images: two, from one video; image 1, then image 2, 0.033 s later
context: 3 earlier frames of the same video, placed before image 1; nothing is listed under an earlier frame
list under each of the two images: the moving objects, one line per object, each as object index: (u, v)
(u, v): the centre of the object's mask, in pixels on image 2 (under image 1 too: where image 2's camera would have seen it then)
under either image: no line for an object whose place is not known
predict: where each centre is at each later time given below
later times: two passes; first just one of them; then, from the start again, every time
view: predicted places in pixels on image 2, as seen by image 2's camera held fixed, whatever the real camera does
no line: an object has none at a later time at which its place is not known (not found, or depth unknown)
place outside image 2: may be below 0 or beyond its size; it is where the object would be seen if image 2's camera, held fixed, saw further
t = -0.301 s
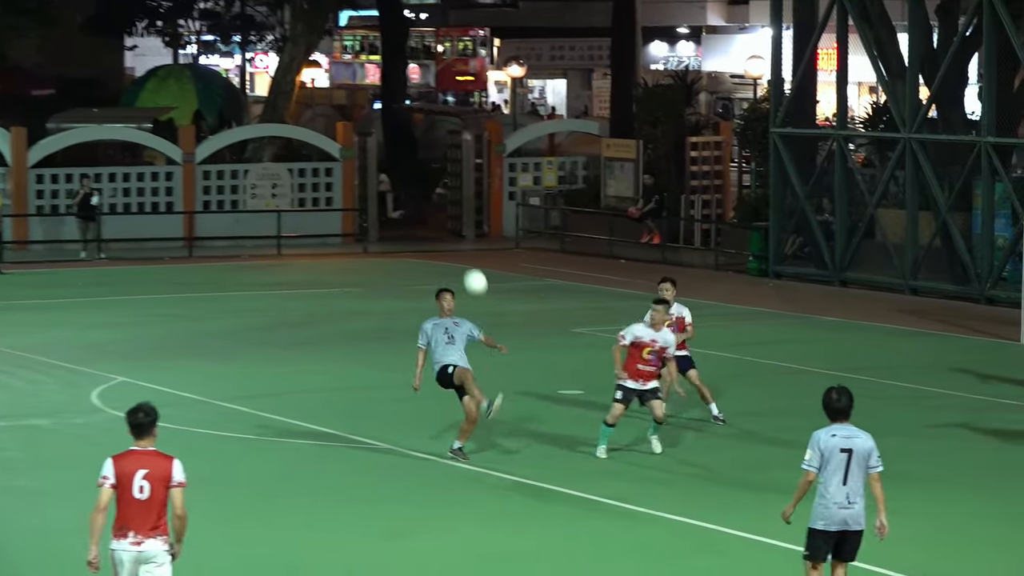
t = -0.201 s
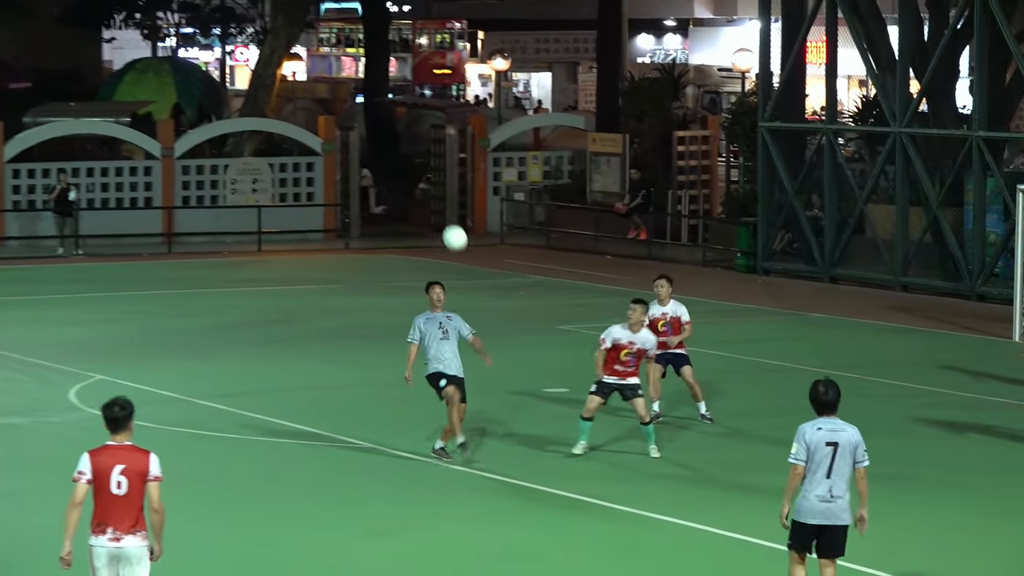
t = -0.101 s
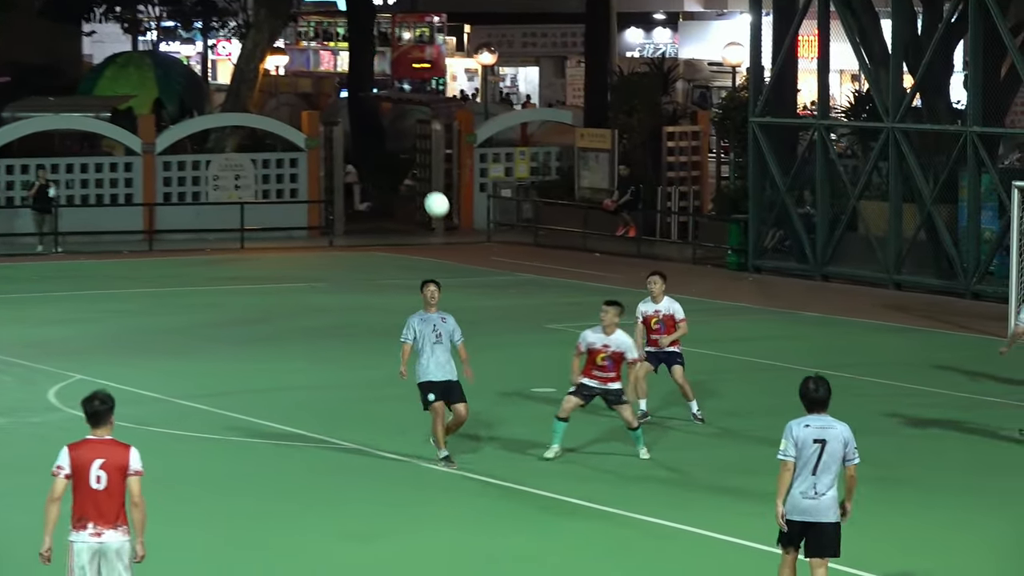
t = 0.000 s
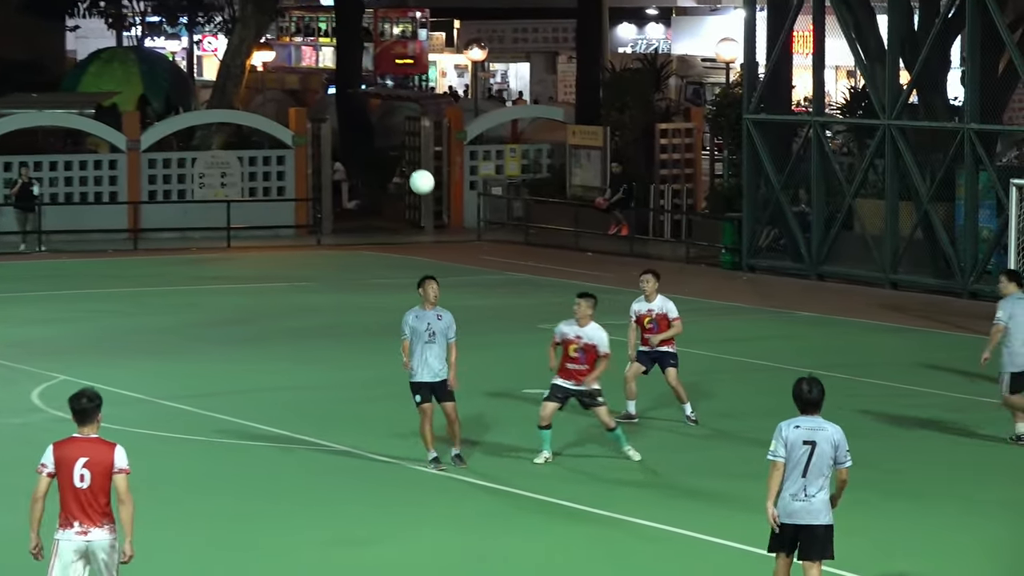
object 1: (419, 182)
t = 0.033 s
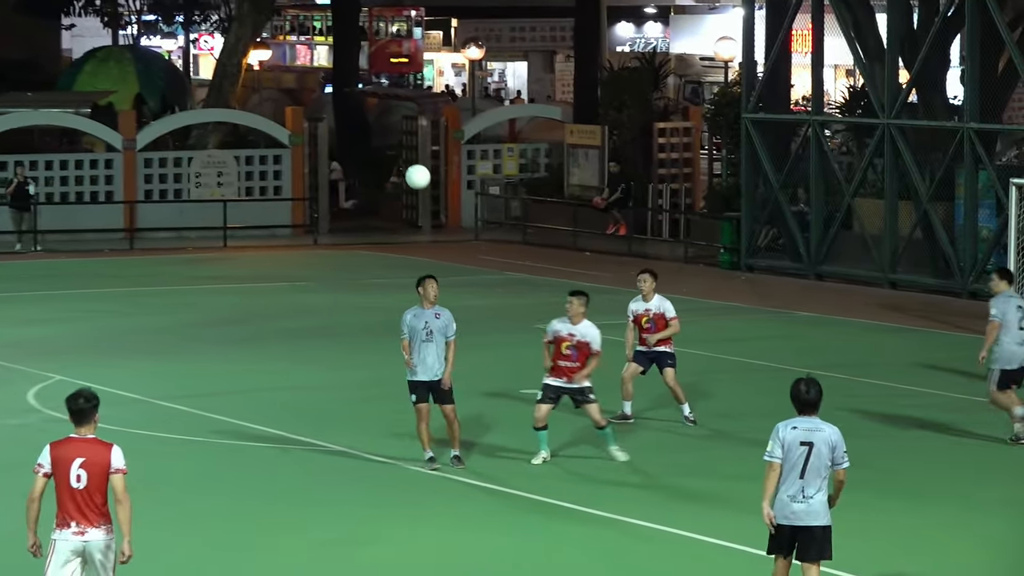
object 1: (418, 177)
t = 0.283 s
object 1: (407, 181)
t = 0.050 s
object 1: (417, 175)
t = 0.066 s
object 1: (416, 173)
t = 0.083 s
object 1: (415, 172)
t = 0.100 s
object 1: (415, 171)
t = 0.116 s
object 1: (414, 171)
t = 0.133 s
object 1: (413, 170)
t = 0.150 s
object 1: (412, 170)
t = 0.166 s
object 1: (412, 170)
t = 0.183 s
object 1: (411, 171)
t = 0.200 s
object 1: (410, 172)
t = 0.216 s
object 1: (410, 173)
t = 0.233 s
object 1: (409, 175)
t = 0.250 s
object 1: (408, 177)
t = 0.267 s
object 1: (408, 179)
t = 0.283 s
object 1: (407, 181)
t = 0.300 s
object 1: (406, 184)
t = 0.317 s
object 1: (405, 187)
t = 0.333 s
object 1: (405, 190)
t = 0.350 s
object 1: (404, 194)
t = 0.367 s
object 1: (404, 198)
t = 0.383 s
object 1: (403, 202)
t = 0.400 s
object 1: (403, 206)
